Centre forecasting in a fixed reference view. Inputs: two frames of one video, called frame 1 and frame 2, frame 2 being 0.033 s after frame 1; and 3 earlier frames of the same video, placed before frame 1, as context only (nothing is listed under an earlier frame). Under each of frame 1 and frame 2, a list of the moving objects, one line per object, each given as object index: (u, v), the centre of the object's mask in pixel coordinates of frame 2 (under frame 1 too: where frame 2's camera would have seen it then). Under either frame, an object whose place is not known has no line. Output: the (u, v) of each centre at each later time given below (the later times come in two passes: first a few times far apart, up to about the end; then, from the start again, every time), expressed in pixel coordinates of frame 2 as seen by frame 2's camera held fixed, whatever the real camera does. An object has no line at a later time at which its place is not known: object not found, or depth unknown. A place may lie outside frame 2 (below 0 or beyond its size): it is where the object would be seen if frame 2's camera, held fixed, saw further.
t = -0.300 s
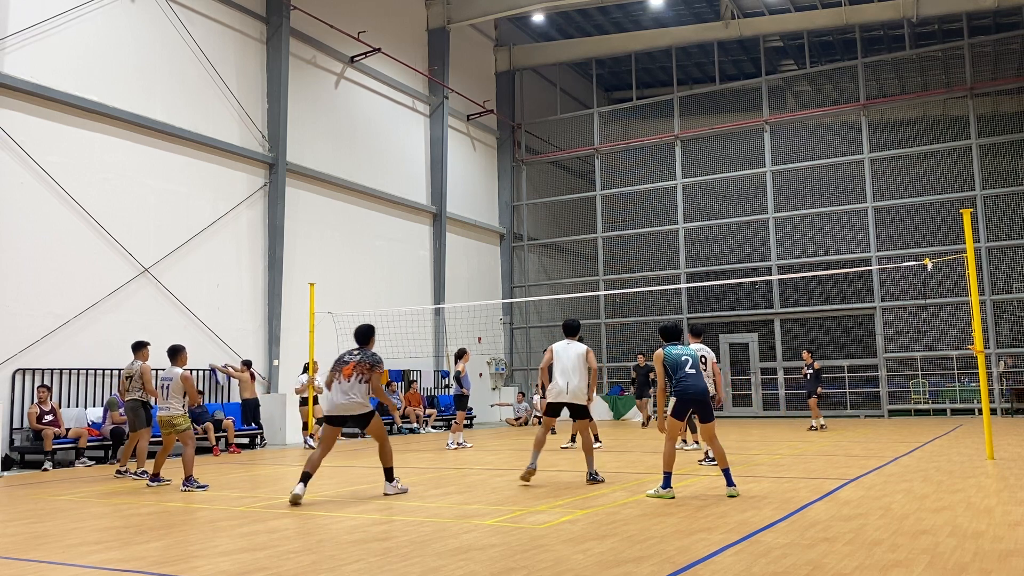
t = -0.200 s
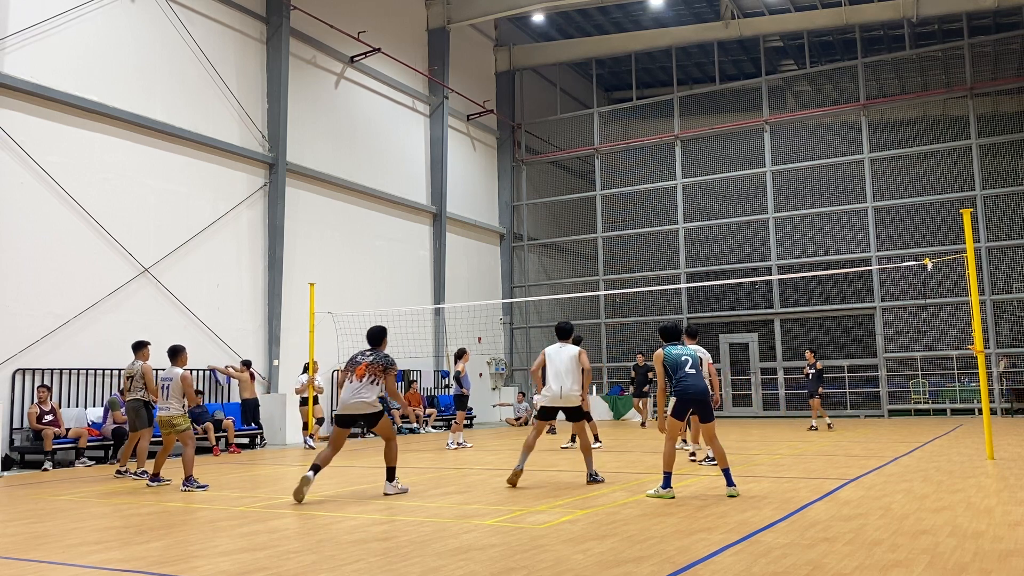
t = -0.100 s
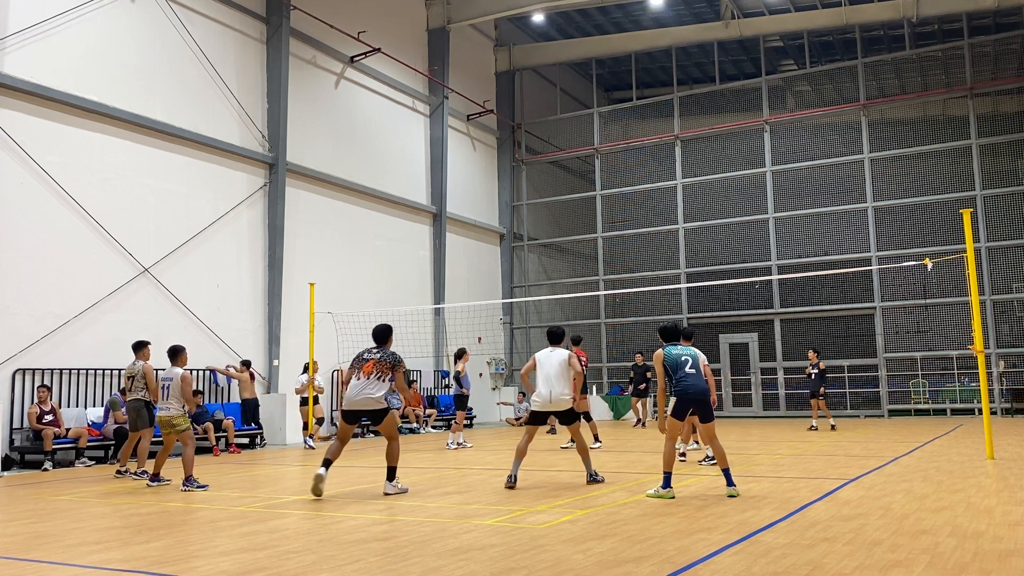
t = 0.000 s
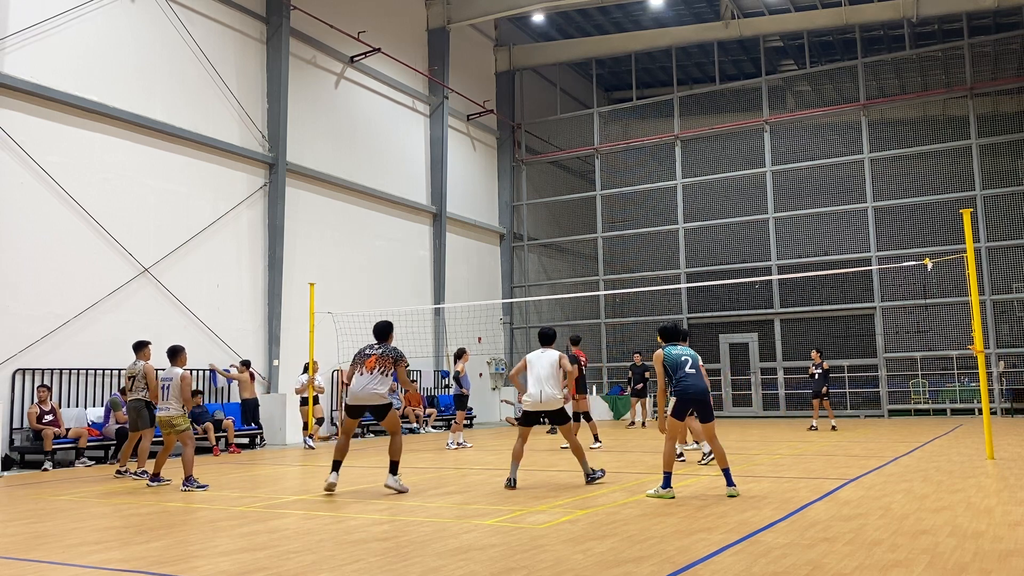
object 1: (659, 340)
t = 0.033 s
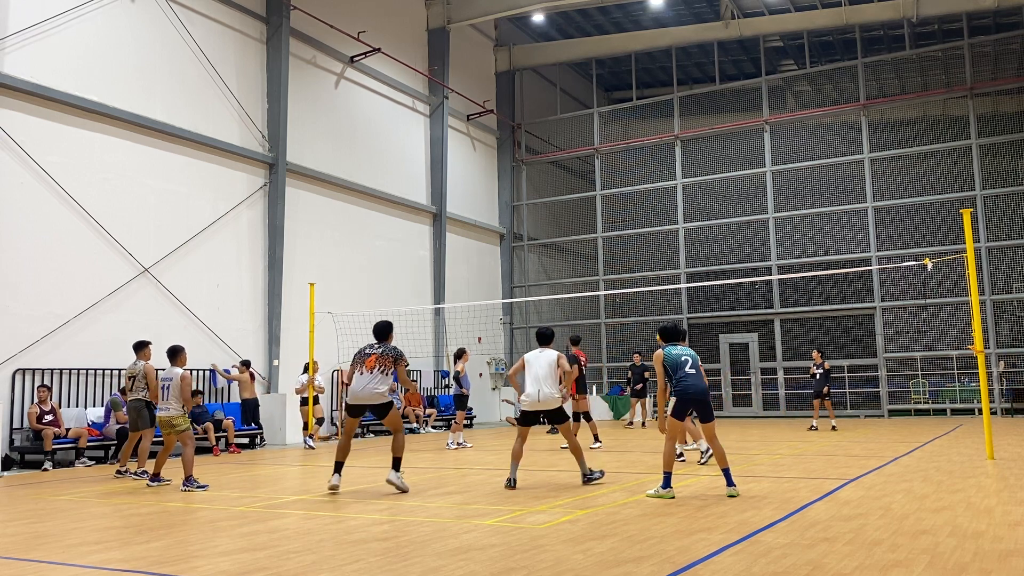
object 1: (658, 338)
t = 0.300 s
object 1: (645, 285)
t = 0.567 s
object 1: (635, 252)
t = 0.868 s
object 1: (605, 259)
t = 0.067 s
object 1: (655, 330)
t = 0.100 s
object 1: (656, 324)
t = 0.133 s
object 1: (654, 317)
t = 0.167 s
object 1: (652, 311)
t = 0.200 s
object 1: (650, 305)
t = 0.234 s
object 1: (649, 299)
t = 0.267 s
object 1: (647, 293)
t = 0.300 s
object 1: (645, 285)
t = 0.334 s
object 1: (644, 281)
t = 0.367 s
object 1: (643, 275)
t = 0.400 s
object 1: (642, 270)
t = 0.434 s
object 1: (641, 266)
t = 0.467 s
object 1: (640, 261)
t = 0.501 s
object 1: (638, 258)
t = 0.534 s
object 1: (637, 254)
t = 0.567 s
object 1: (635, 252)
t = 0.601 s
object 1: (633, 250)
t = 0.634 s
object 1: (631, 248)
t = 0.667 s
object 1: (628, 247)
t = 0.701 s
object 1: (626, 247)
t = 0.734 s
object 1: (623, 248)
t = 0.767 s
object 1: (618, 249)
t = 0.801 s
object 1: (614, 251)
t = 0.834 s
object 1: (610, 255)
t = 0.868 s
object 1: (605, 259)
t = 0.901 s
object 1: (599, 265)
